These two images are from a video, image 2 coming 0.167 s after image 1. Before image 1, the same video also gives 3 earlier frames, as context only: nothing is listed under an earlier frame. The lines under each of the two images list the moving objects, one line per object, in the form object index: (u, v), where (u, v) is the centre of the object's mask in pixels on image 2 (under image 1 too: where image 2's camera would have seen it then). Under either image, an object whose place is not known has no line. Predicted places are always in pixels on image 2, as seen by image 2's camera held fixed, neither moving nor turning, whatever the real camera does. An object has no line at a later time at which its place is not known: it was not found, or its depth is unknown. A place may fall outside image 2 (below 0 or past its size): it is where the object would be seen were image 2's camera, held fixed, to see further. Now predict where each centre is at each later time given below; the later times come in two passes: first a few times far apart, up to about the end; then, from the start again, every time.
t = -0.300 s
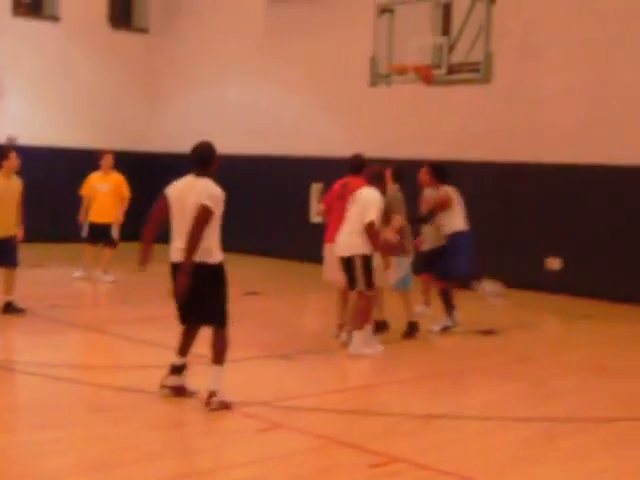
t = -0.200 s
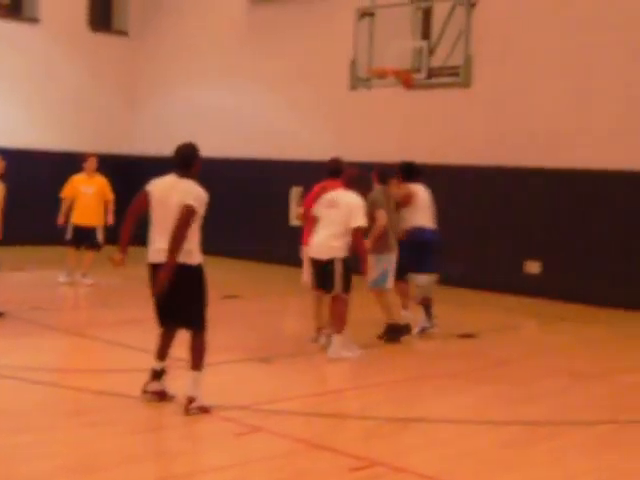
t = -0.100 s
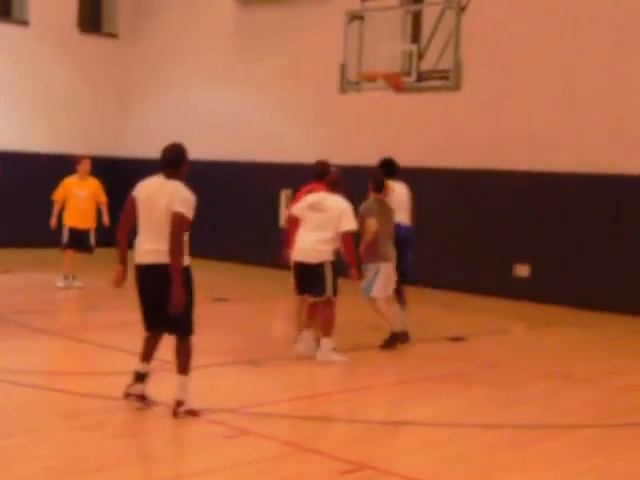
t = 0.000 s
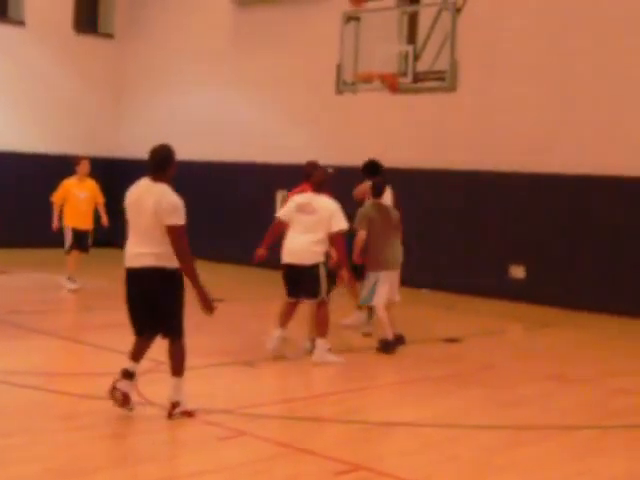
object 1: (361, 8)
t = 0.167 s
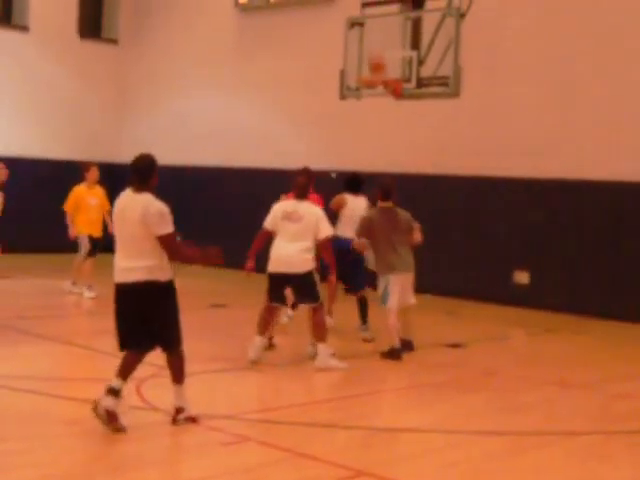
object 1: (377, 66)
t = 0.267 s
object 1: (365, 91)
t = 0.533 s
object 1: (366, 106)
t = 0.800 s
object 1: (369, 173)
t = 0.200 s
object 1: (375, 80)
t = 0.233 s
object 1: (371, 85)
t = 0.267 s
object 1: (365, 91)
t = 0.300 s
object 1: (363, 93)
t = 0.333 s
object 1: (362, 93)
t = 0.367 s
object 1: (361, 95)
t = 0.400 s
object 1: (361, 96)
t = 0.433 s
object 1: (362, 97)
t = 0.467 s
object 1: (363, 100)
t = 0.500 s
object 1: (365, 102)
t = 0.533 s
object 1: (366, 106)
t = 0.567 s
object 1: (366, 111)
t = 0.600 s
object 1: (366, 116)
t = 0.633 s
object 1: (367, 124)
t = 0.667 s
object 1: (367, 132)
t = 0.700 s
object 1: (368, 140)
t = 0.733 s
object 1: (368, 150)
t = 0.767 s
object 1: (368, 160)
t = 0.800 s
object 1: (369, 173)
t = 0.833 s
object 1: (369, 184)
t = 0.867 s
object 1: (369, 197)
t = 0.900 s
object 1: (370, 210)
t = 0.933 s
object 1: (369, 225)
